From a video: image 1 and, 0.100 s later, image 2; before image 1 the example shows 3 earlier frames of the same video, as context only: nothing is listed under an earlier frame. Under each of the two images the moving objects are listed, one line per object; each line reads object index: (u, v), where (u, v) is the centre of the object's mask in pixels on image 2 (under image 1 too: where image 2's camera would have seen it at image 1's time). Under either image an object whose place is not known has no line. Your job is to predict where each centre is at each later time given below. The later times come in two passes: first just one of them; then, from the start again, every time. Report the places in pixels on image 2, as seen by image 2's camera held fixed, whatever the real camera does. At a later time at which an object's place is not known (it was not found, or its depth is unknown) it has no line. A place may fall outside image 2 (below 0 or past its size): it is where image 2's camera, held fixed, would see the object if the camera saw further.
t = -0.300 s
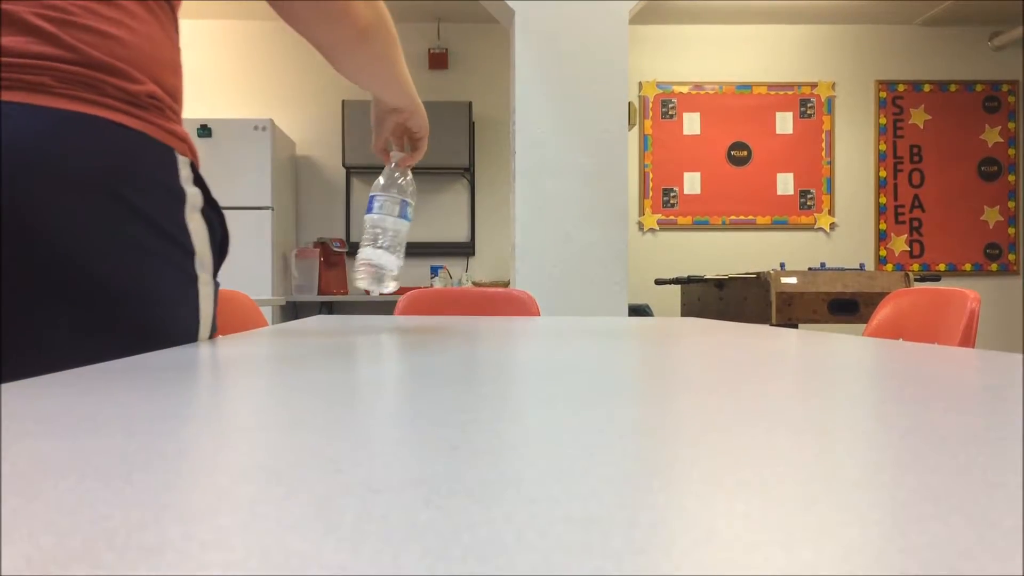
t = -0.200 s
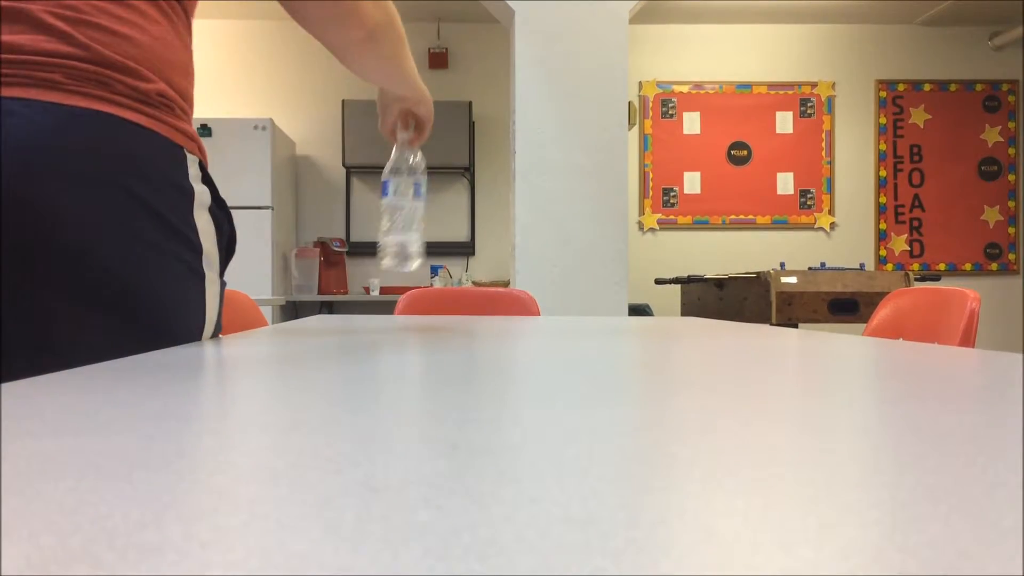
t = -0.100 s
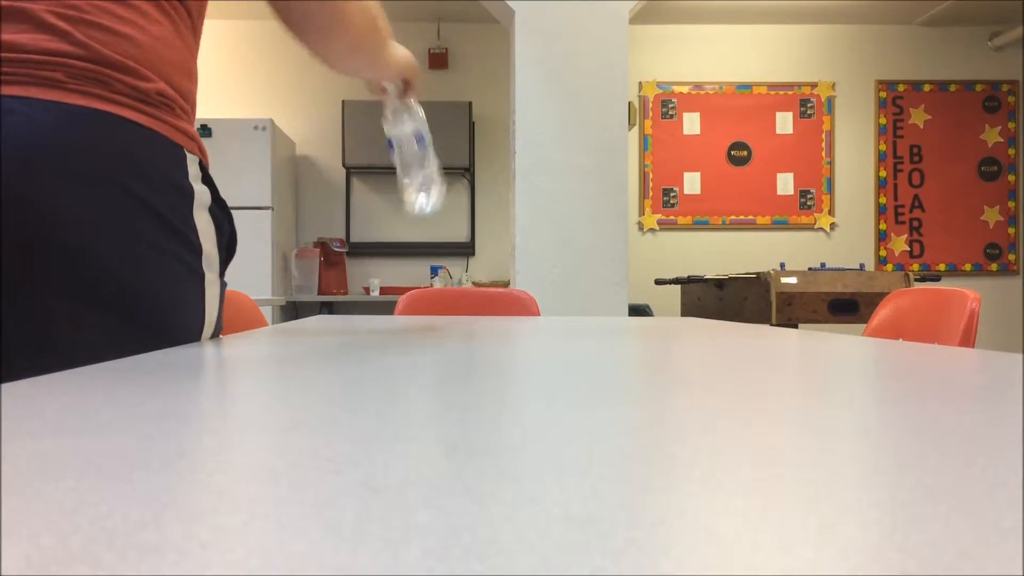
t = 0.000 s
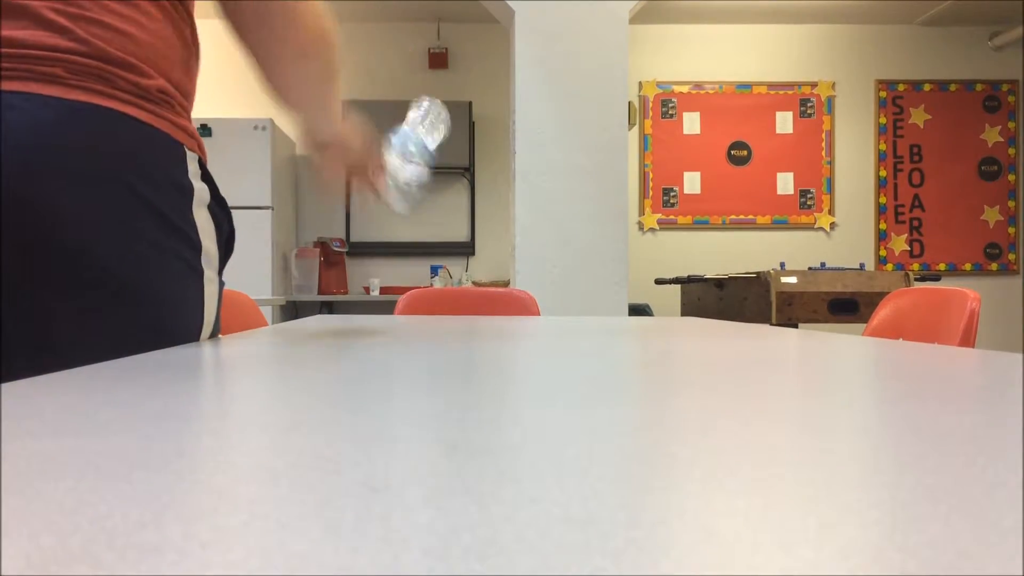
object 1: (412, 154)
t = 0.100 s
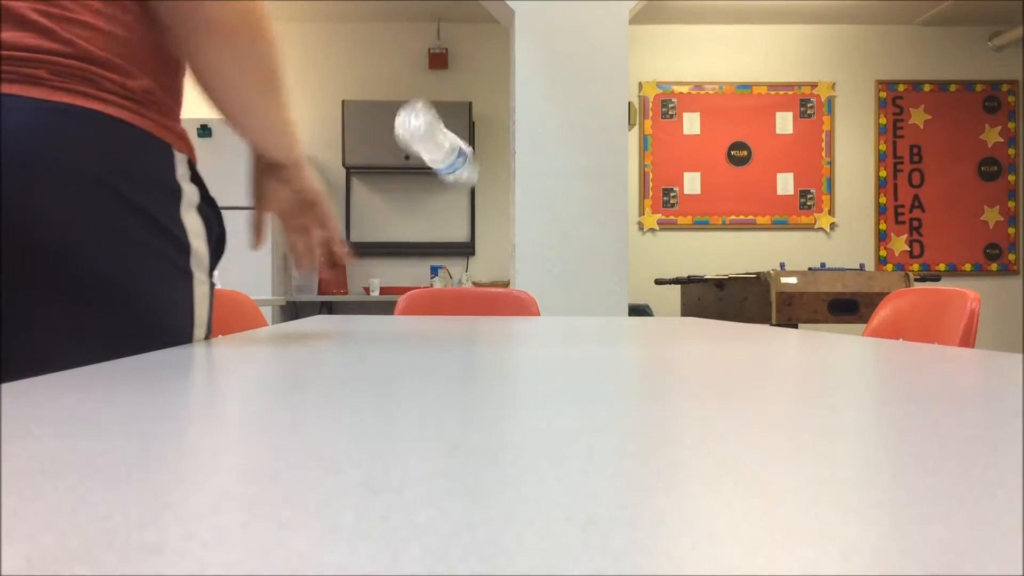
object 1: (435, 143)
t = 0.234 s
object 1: (433, 235)
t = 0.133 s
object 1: (432, 152)
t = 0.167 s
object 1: (431, 173)
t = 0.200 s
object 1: (432, 202)
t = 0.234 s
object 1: (433, 235)
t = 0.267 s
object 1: (436, 268)
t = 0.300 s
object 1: (439, 278)
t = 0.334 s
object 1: (441, 294)
